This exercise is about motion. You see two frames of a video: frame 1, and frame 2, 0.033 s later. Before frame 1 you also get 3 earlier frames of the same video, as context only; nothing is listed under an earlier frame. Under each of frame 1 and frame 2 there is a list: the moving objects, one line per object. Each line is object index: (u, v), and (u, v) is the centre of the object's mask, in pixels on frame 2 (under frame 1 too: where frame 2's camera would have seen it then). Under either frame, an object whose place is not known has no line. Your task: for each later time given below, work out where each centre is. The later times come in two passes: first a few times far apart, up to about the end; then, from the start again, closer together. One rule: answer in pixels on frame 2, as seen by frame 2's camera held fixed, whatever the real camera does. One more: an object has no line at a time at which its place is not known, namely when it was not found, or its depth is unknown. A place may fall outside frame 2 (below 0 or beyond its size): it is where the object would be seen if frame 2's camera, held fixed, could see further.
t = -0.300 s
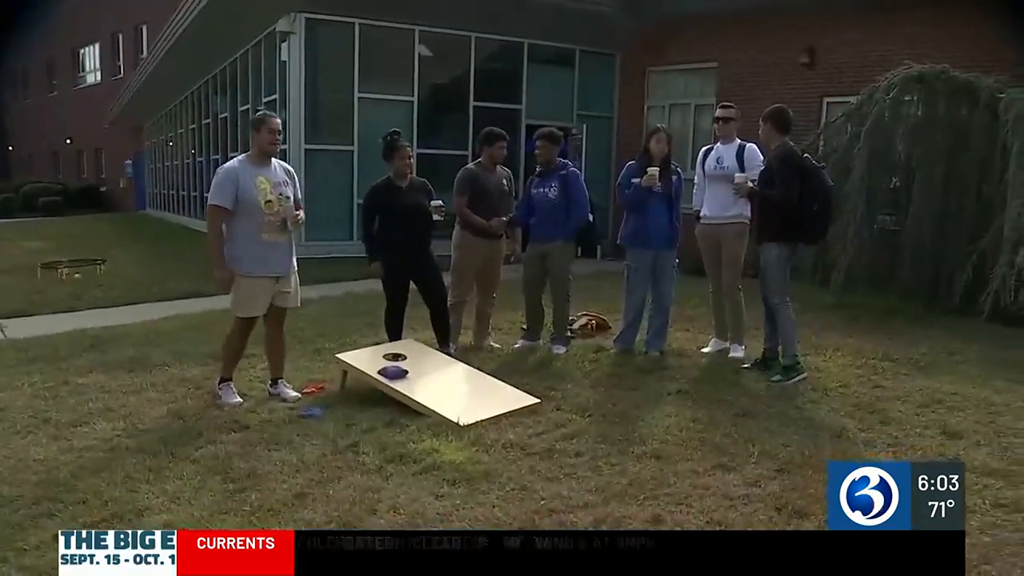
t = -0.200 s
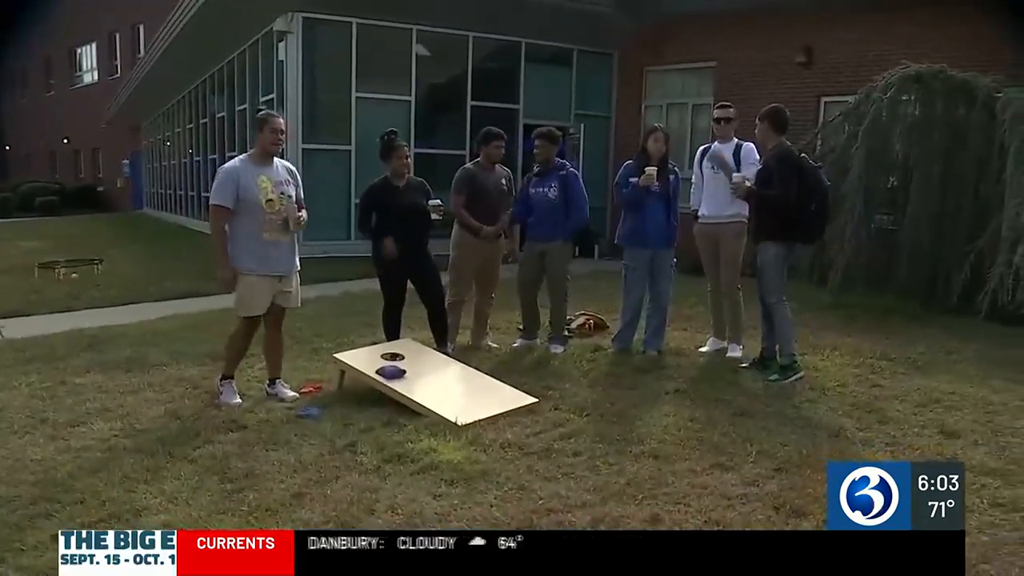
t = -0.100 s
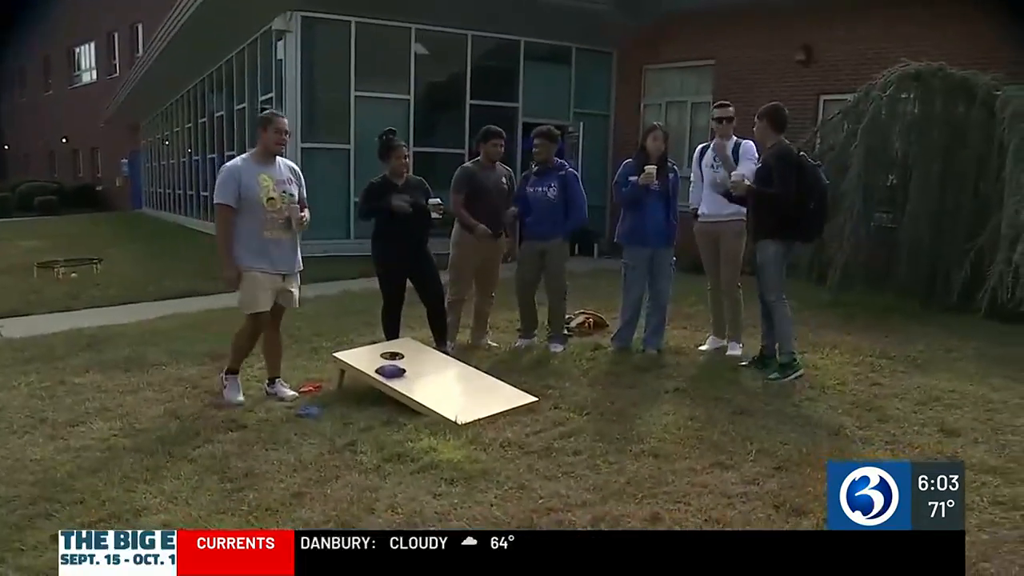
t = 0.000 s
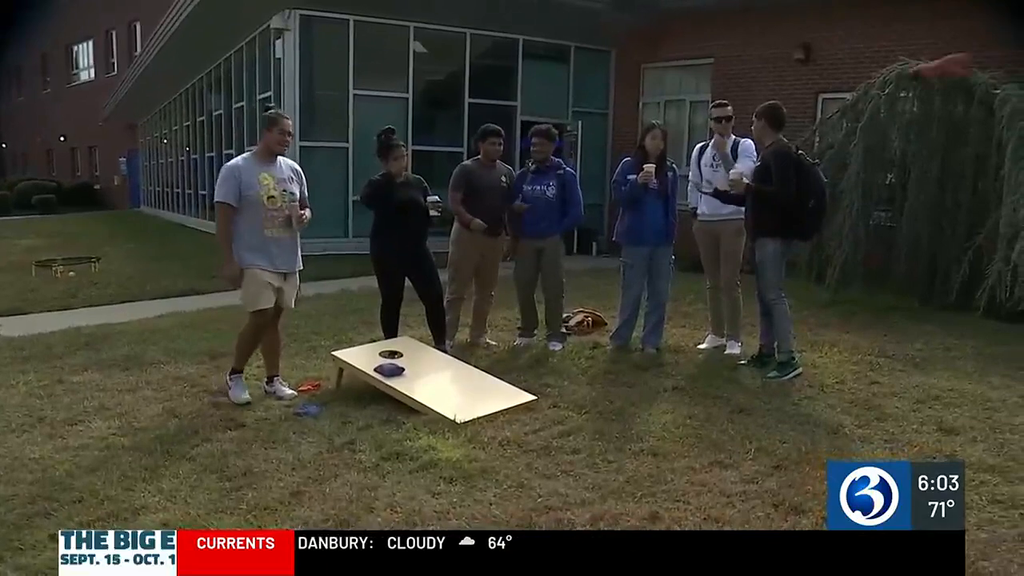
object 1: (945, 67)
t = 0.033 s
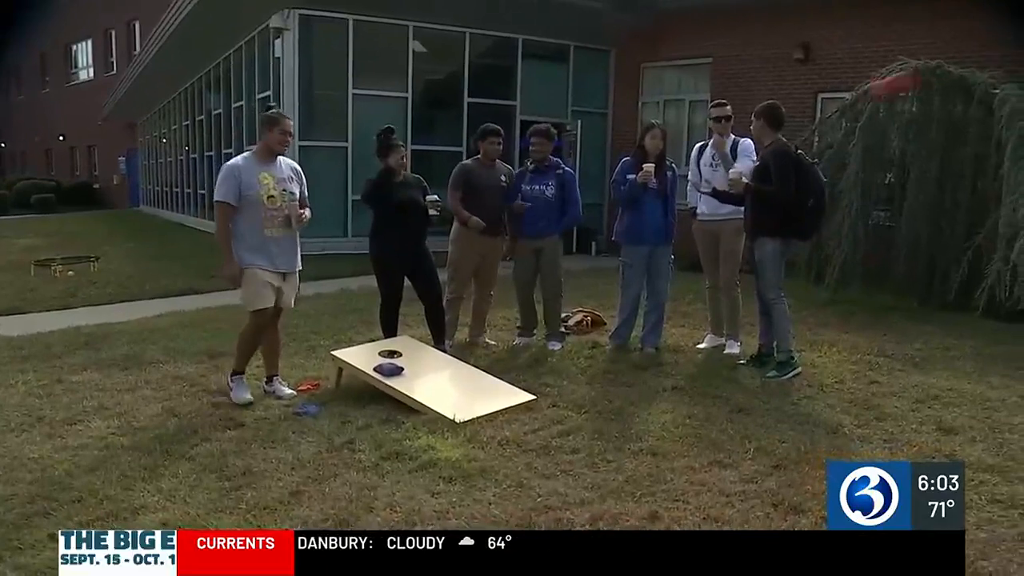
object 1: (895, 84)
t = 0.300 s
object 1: (580, 272)
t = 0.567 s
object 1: (442, 362)
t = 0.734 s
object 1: (412, 351)
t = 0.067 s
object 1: (839, 105)
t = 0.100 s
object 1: (798, 124)
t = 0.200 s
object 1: (673, 198)
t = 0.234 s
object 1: (645, 214)
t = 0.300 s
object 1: (580, 272)
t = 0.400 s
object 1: (504, 354)
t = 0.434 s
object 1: (479, 376)
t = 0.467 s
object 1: (469, 372)
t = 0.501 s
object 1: (460, 368)
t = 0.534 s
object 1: (450, 364)
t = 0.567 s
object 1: (442, 362)
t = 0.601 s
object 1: (435, 359)
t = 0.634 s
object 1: (428, 356)
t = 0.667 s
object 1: (422, 354)
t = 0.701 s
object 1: (416, 352)
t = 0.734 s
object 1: (412, 351)
